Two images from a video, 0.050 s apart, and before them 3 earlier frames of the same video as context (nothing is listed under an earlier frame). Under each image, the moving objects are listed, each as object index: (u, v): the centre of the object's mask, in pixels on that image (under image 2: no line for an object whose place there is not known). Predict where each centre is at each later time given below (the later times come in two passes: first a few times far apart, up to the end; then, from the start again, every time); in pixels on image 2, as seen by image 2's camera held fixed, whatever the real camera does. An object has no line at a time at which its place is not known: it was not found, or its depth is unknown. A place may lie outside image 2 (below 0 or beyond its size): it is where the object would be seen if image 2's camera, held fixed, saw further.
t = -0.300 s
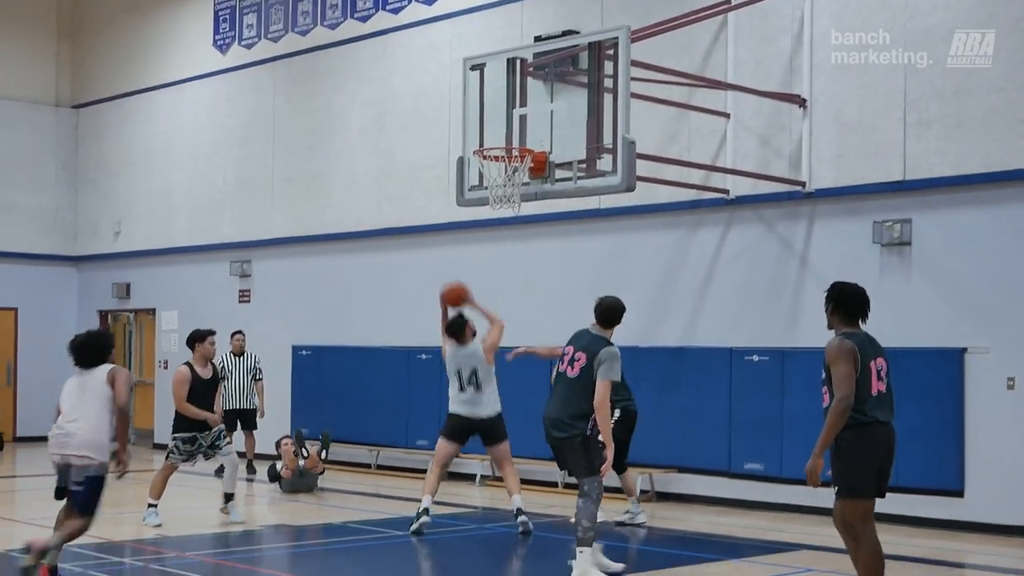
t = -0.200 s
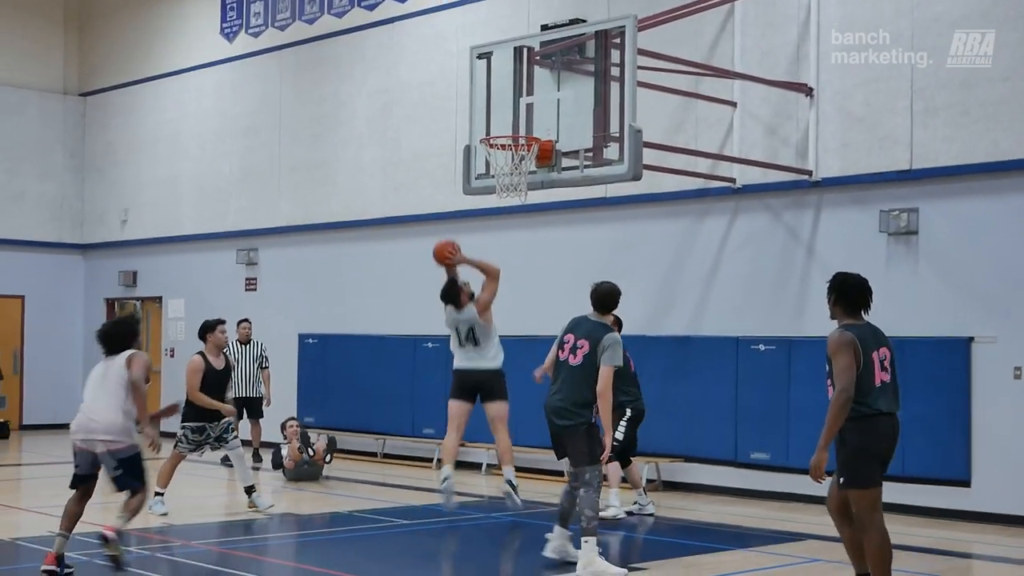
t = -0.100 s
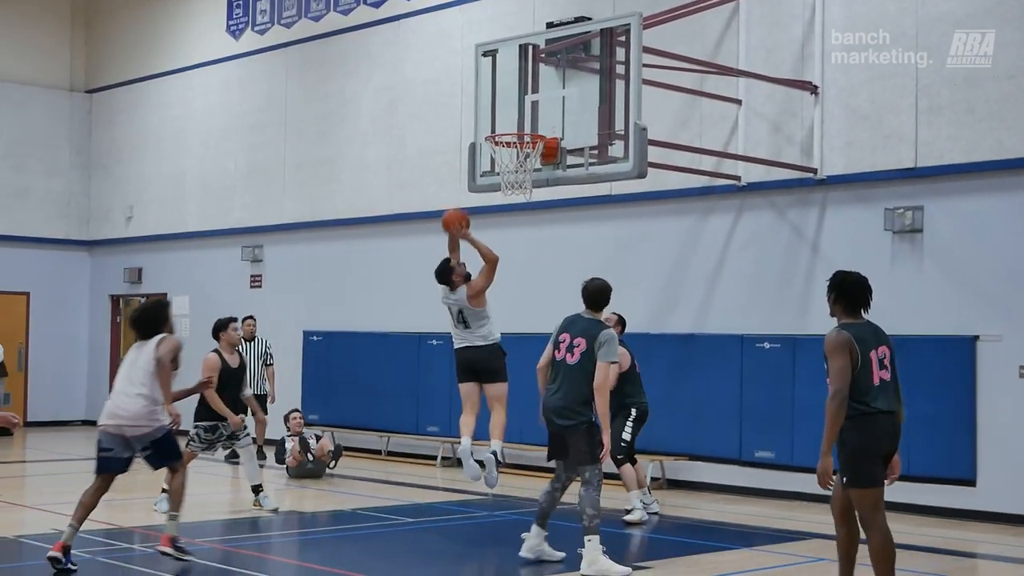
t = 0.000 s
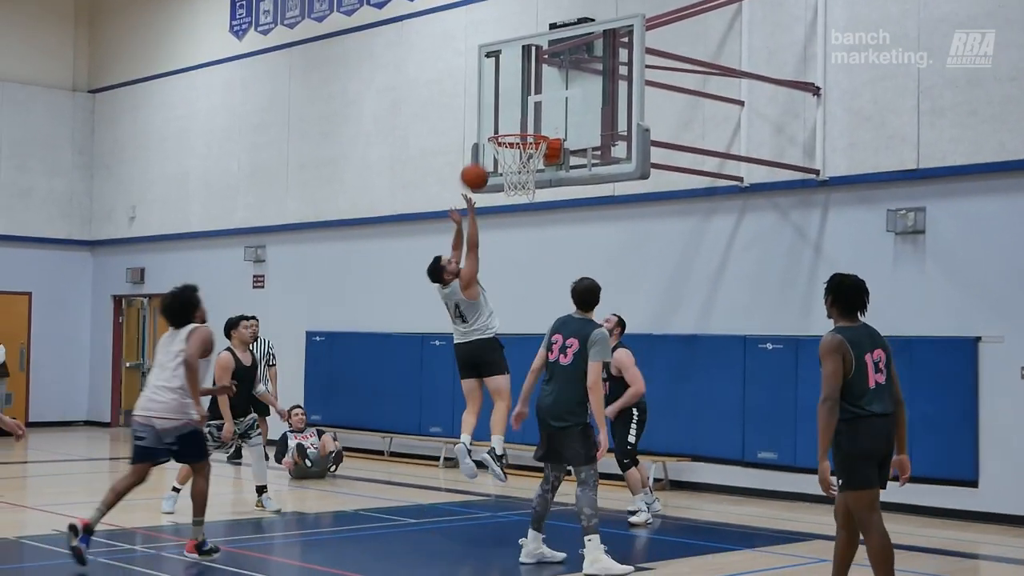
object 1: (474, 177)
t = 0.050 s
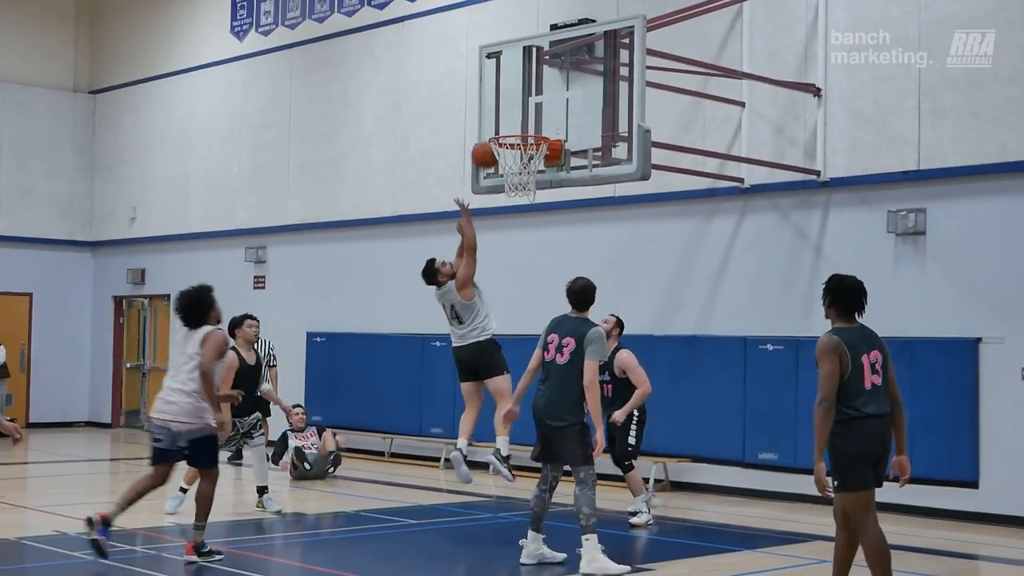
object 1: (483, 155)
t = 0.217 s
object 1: (519, 100)
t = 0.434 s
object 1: (530, 87)
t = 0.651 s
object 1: (533, 127)
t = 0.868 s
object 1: (510, 165)
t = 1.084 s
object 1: (528, 204)
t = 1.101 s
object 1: (529, 206)
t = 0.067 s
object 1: (484, 148)
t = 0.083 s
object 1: (488, 139)
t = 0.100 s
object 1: (494, 131)
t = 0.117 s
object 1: (499, 127)
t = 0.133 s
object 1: (502, 123)
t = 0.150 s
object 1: (505, 118)
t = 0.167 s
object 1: (509, 114)
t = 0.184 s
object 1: (512, 109)
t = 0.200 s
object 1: (516, 104)
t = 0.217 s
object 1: (519, 100)
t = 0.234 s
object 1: (522, 97)
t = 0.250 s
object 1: (526, 93)
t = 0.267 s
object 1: (528, 91)
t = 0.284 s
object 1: (528, 89)
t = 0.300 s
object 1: (528, 88)
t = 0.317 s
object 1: (528, 87)
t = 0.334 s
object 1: (529, 86)
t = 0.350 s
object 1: (529, 85)
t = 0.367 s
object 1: (529, 85)
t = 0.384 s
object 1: (530, 85)
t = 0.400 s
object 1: (530, 86)
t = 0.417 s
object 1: (530, 86)
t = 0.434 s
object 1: (530, 87)
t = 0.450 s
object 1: (531, 89)
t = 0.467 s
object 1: (531, 90)
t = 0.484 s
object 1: (531, 93)
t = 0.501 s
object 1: (532, 95)
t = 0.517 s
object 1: (532, 98)
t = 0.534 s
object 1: (532, 101)
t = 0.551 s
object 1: (532, 105)
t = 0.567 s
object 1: (533, 108)
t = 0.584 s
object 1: (533, 113)
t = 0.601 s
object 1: (534, 117)
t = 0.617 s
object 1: (534, 122)
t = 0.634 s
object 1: (534, 125)
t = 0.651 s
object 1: (533, 127)
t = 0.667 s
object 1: (530, 127)
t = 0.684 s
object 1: (525, 128)
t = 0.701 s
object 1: (520, 129)
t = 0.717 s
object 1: (515, 130)
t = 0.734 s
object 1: (509, 137)
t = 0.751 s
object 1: (506, 143)
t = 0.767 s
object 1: (503, 146)
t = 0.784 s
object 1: (504, 148)
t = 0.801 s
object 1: (505, 151)
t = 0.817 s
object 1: (506, 153)
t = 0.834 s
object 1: (507, 156)
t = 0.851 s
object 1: (509, 161)
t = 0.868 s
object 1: (510, 165)
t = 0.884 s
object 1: (513, 169)
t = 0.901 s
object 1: (514, 171)
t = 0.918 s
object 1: (515, 175)
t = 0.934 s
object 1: (516, 178)
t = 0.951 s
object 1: (518, 180)
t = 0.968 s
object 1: (520, 183)
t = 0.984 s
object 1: (522, 184)
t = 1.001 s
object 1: (523, 187)
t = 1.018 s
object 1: (524, 188)
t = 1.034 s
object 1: (525, 192)
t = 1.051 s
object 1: (527, 196)
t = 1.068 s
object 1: (527, 199)
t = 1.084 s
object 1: (528, 204)
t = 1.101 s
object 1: (529, 206)
